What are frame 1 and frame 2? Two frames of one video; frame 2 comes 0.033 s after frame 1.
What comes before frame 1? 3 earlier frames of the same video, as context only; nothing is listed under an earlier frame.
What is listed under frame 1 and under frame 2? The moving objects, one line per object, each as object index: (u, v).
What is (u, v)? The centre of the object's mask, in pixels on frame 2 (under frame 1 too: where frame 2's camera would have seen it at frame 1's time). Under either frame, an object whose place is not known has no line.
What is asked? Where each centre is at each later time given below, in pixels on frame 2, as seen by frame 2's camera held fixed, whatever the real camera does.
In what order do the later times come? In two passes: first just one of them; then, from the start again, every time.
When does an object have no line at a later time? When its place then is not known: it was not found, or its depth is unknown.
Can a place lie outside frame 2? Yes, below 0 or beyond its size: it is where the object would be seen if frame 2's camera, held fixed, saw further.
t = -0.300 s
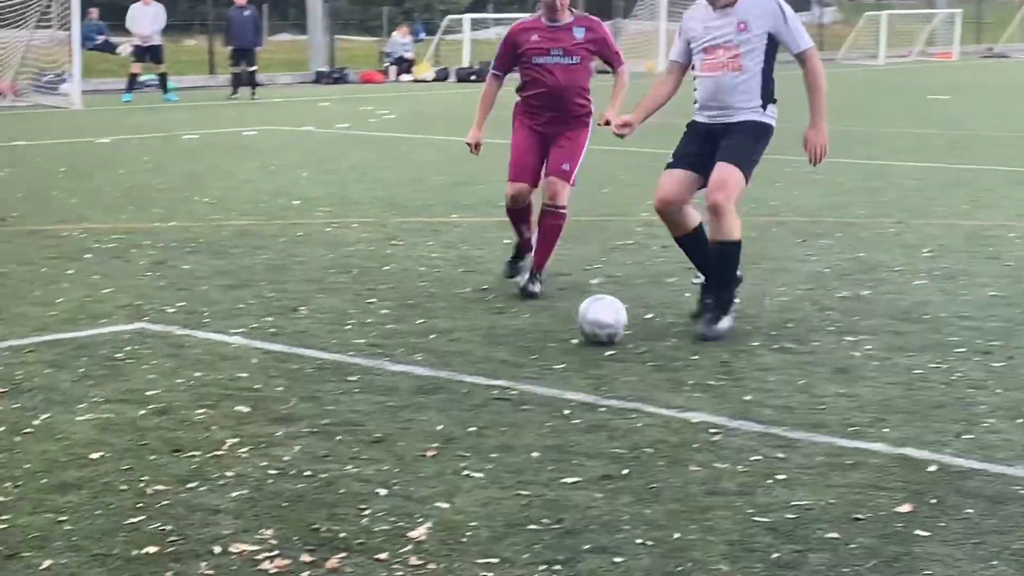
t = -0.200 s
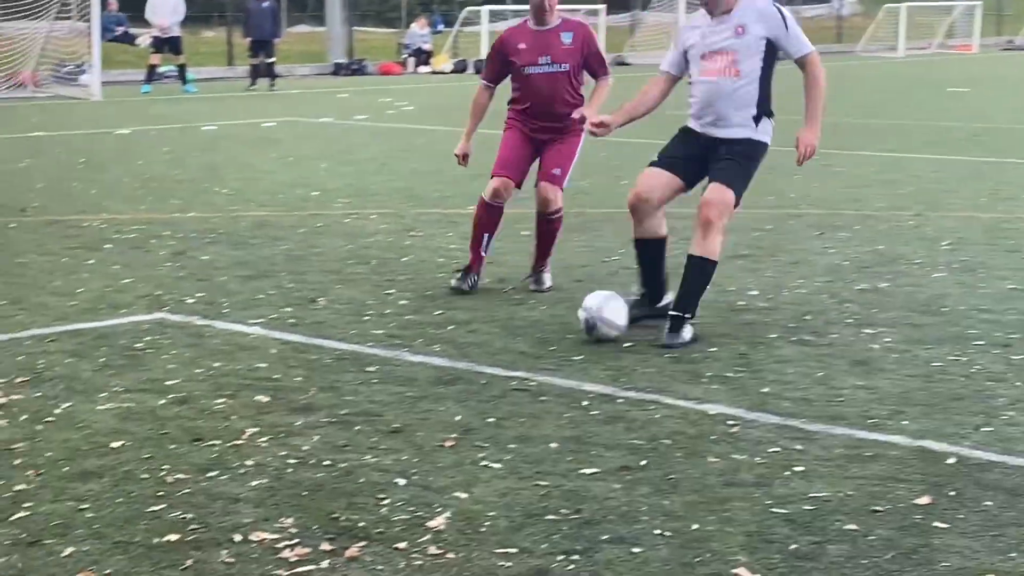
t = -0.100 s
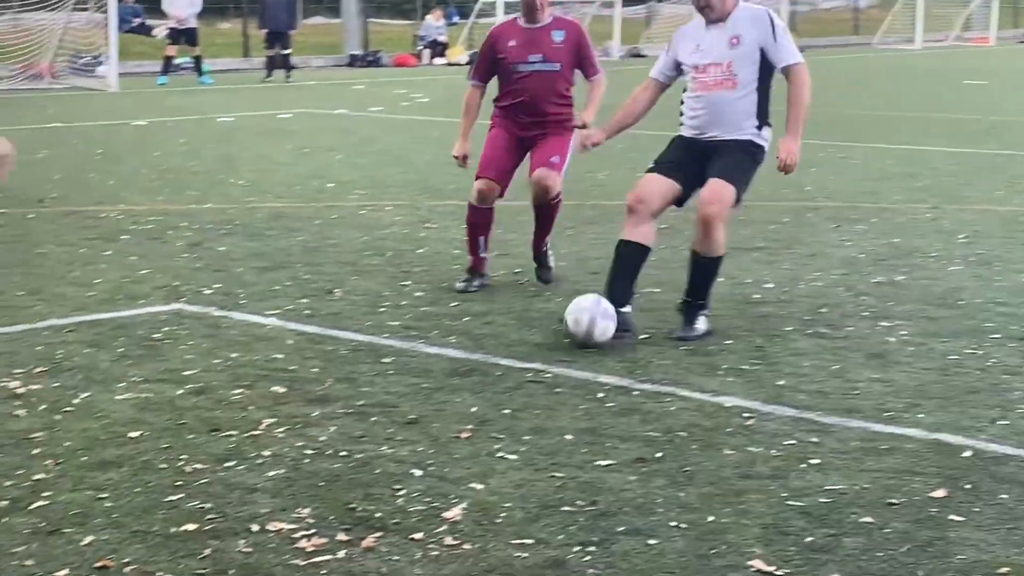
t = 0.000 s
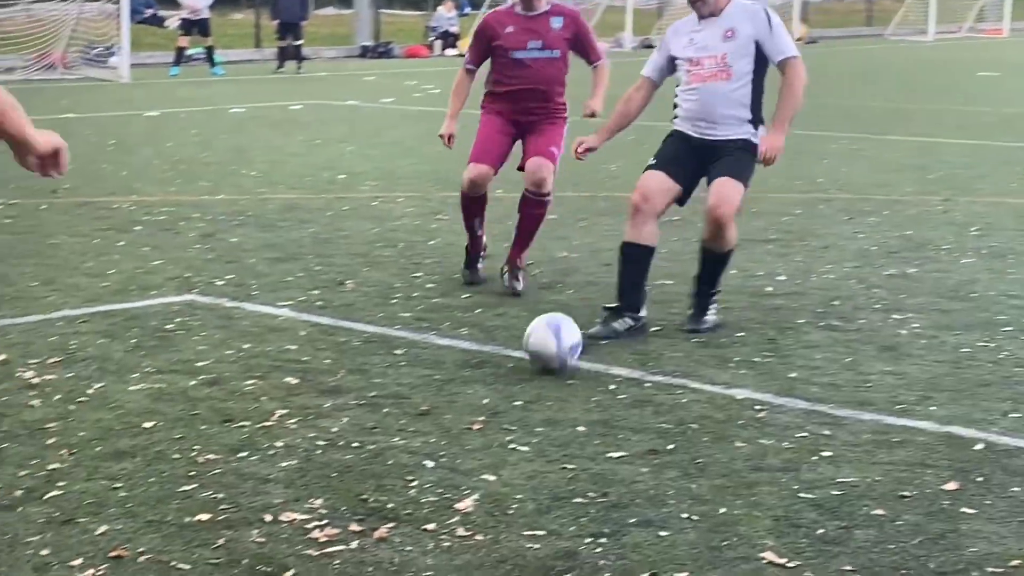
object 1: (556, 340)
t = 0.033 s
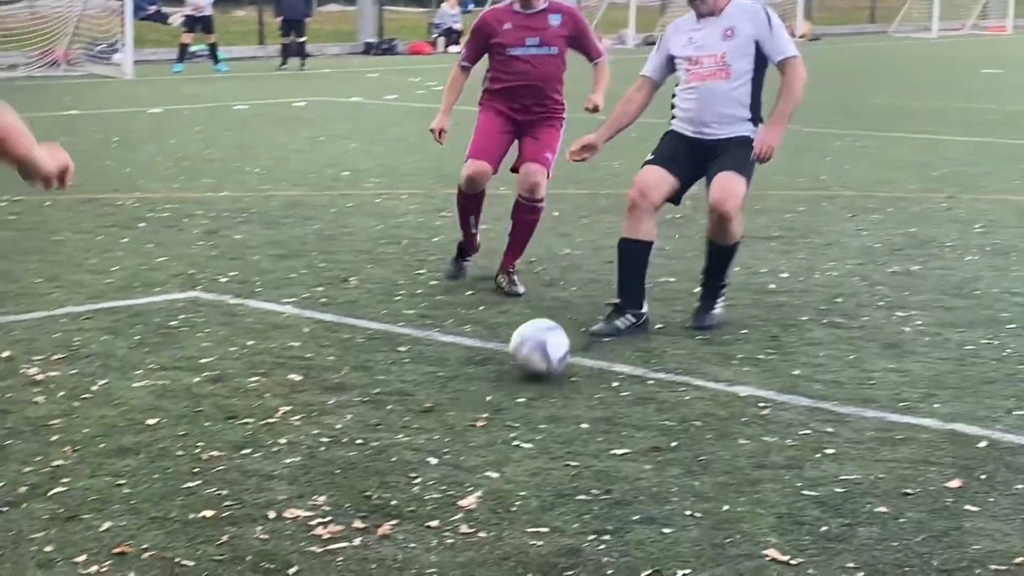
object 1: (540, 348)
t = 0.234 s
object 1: (428, 420)
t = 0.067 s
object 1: (523, 360)
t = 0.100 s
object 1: (505, 371)
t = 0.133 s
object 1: (487, 381)
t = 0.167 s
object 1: (467, 394)
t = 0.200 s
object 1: (447, 406)
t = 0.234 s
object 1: (428, 420)
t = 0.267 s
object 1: (407, 431)
